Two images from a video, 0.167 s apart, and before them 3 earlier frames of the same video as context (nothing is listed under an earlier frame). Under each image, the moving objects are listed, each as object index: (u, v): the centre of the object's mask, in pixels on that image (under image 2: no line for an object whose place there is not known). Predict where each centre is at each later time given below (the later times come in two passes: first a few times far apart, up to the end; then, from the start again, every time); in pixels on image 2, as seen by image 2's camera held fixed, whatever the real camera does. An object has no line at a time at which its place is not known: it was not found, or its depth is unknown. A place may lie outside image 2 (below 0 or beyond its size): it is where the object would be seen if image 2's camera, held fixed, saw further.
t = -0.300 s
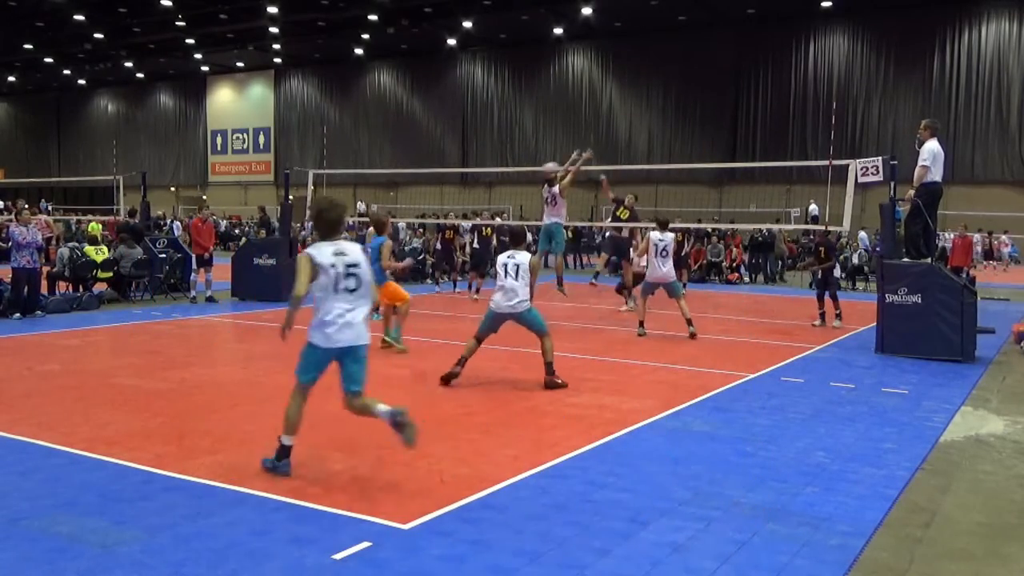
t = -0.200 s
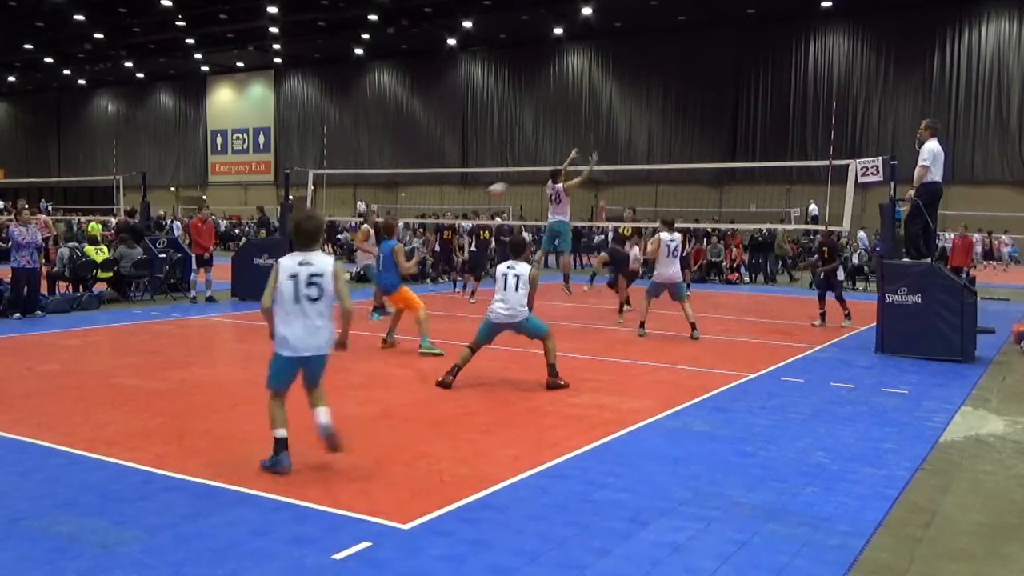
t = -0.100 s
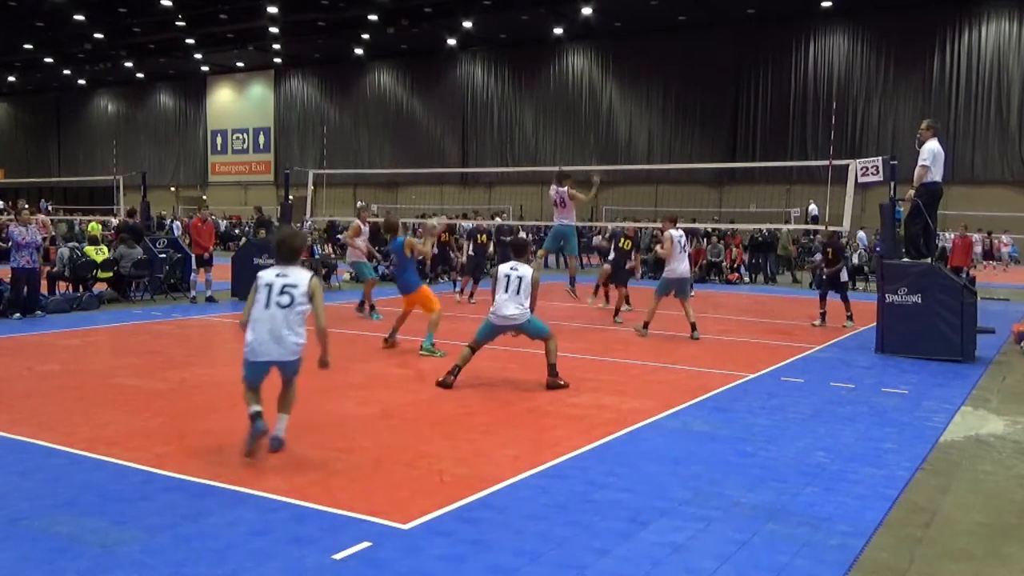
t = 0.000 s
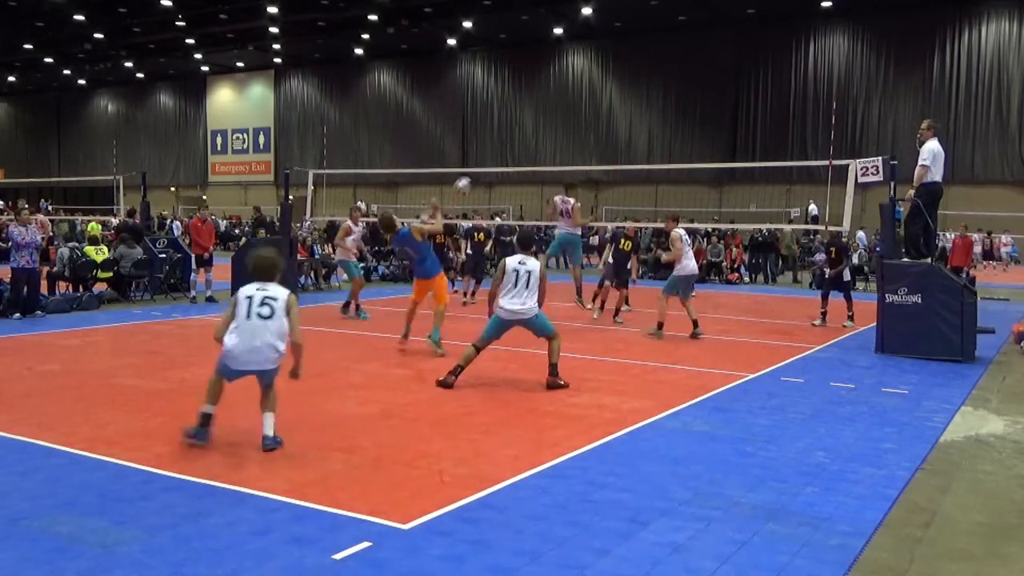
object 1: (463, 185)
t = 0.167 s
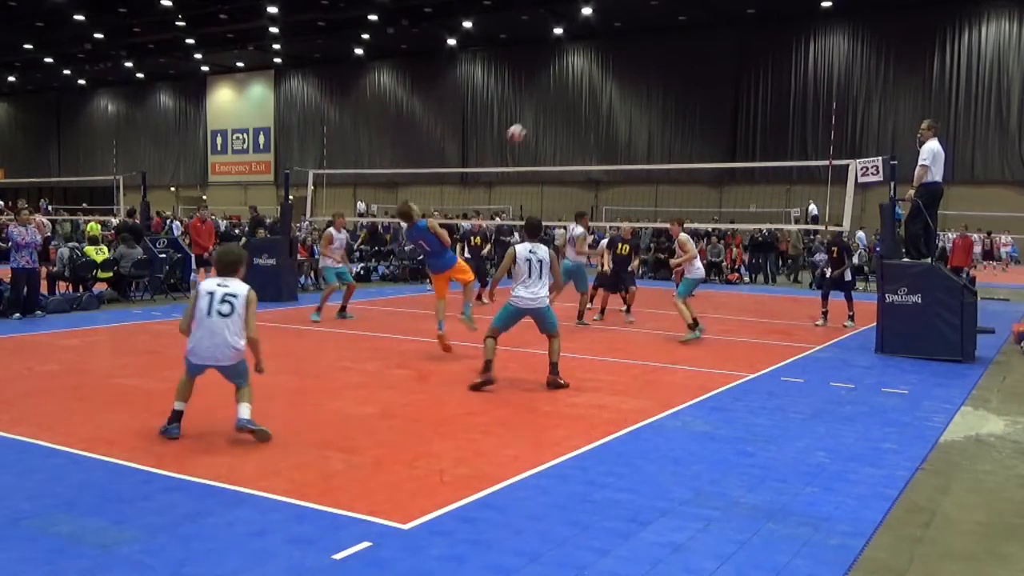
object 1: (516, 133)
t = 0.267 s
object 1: (547, 112)
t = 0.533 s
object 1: (623, 99)
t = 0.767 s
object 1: (682, 130)
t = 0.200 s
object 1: (527, 125)
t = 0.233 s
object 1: (537, 118)
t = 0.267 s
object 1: (547, 112)
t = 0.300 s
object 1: (558, 108)
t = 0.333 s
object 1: (568, 104)
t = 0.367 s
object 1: (577, 101)
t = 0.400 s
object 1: (586, 99)
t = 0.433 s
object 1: (596, 97)
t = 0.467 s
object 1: (605, 96)
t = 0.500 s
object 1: (614, 95)
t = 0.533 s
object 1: (623, 99)
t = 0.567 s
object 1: (632, 101)
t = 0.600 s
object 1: (641, 103)
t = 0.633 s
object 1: (649, 107)
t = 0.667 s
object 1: (658, 111)
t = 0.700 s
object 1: (666, 117)
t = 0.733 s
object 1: (674, 124)
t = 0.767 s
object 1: (682, 130)
